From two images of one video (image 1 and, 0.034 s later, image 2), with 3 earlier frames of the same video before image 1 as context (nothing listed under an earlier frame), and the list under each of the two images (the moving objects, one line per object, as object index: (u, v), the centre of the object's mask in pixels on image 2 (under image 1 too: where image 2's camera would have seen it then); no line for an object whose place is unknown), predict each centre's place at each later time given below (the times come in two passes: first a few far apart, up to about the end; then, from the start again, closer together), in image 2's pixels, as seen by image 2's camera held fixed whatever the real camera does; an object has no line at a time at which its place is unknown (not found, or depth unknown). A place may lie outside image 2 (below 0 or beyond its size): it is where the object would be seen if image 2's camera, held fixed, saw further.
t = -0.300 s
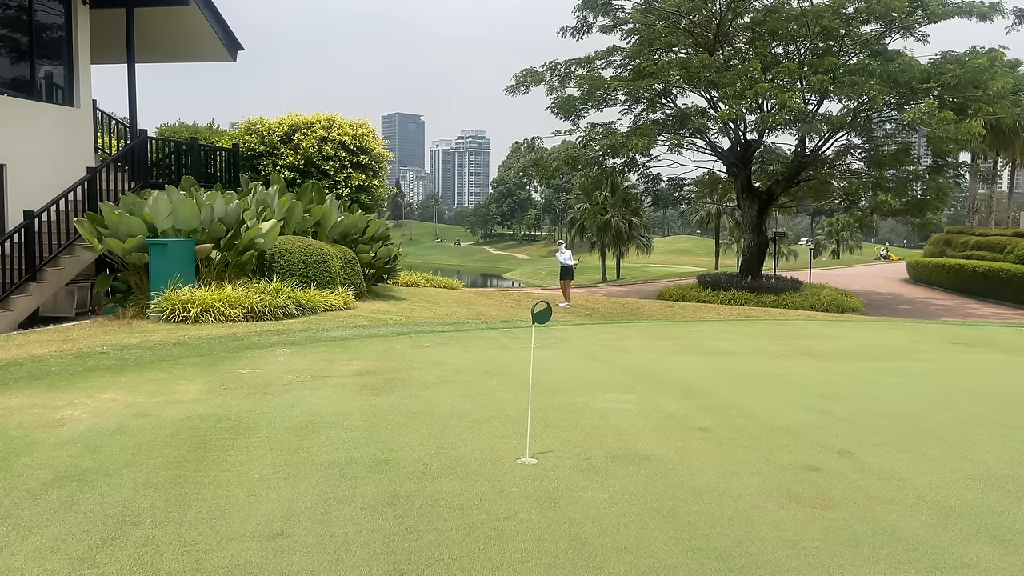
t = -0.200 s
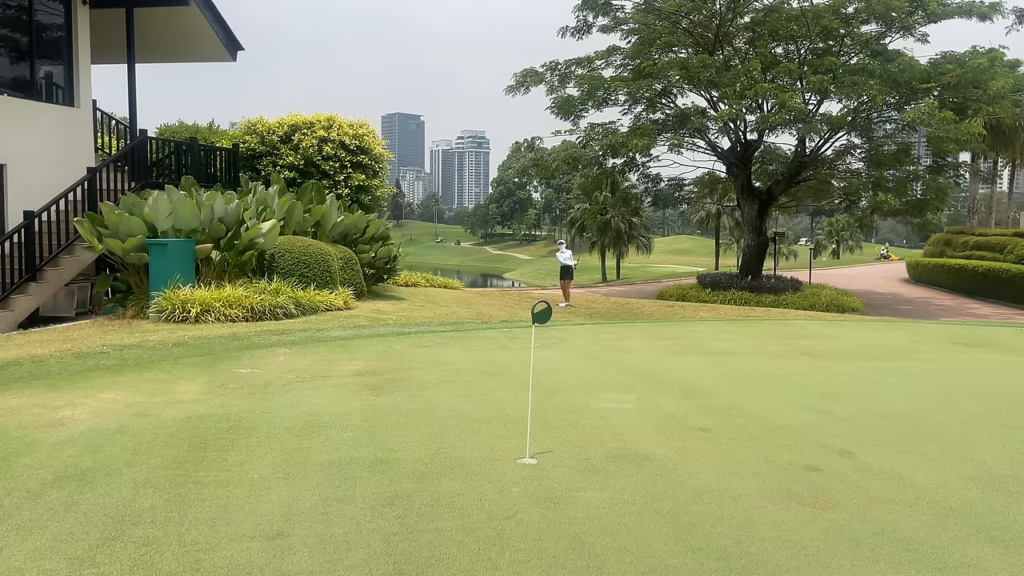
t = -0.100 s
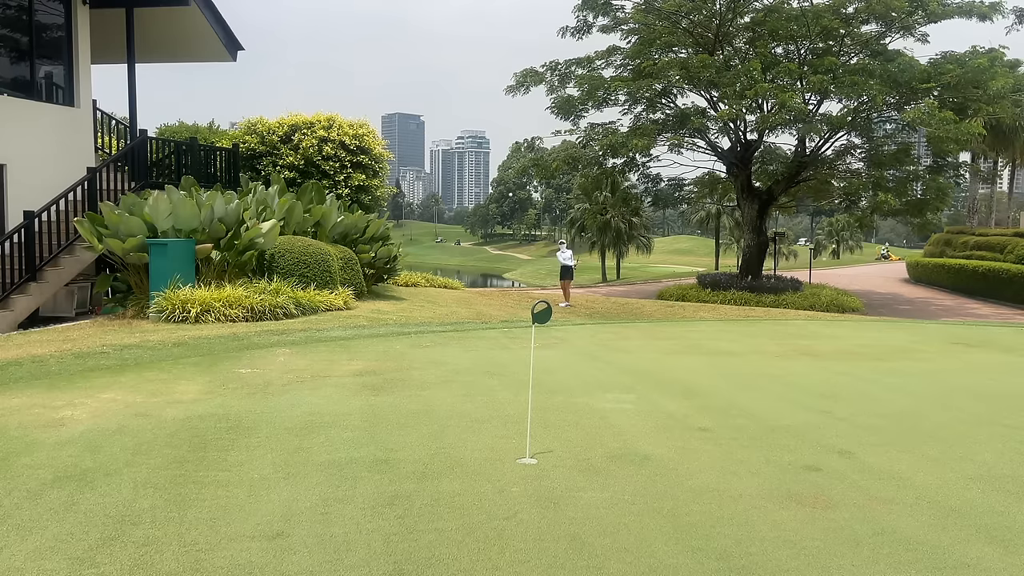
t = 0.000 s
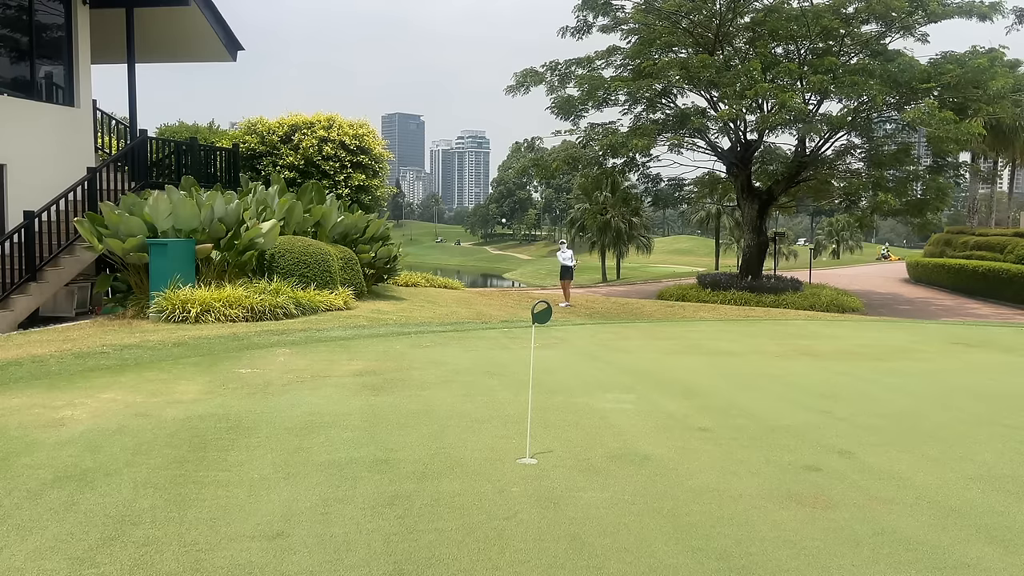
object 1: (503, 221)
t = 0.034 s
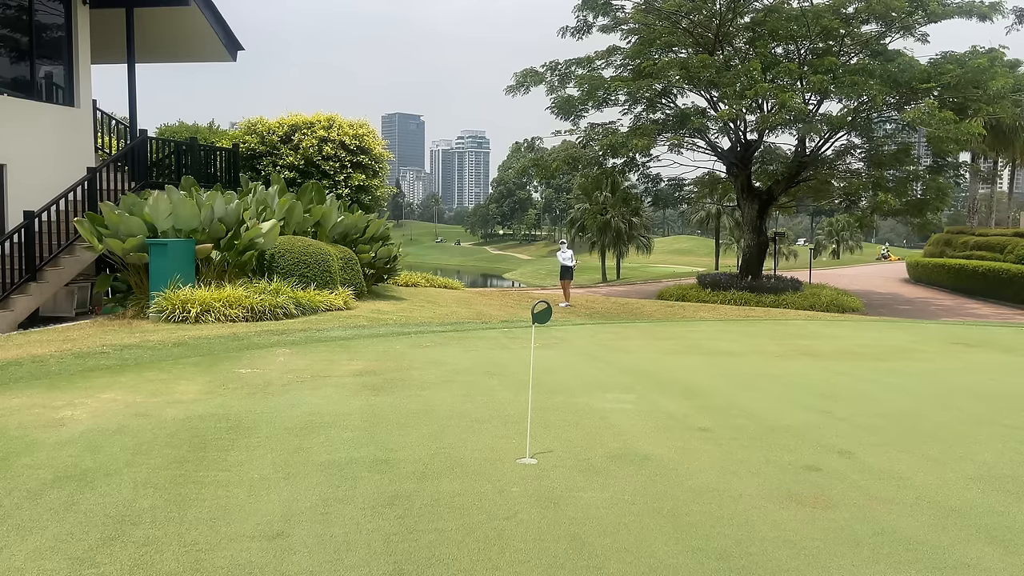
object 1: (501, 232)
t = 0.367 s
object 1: (470, 337)
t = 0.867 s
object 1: (425, 399)
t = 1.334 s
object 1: (383, 448)
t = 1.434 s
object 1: (373, 458)
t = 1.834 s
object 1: (329, 503)
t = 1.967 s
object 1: (312, 519)
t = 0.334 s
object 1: (473, 341)
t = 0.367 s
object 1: (470, 337)
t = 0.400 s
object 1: (468, 334)
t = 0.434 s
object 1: (465, 331)
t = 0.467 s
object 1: (462, 331)
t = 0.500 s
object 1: (460, 332)
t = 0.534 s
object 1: (457, 335)
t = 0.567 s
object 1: (454, 339)
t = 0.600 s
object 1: (451, 345)
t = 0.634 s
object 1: (447, 353)
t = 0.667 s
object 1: (444, 363)
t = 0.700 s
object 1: (440, 374)
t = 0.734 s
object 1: (436, 388)
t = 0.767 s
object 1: (433, 401)
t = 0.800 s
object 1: (430, 399)
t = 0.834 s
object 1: (428, 398)
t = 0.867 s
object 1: (425, 399)
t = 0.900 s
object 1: (423, 402)
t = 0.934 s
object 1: (420, 407)
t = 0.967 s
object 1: (417, 415)
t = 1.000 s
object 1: (414, 417)
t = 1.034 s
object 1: (411, 418)
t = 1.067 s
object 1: (408, 422)
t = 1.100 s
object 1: (405, 426)
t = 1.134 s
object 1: (402, 428)
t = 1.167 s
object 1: (399, 432)
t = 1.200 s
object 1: (396, 435)
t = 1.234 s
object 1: (393, 438)
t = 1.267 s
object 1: (390, 441)
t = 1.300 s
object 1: (386, 444)
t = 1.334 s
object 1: (383, 448)
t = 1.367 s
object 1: (379, 451)
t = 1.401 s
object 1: (376, 454)
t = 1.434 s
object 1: (373, 458)
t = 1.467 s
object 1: (370, 461)
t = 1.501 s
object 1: (366, 465)
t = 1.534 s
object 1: (362, 469)
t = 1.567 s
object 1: (359, 472)
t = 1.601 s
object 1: (355, 476)
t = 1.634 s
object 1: (352, 480)
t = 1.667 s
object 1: (348, 483)
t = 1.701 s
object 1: (344, 487)
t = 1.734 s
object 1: (341, 491)
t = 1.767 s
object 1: (337, 495)
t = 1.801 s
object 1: (333, 499)
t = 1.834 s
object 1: (329, 503)
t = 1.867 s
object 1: (325, 507)
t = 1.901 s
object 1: (321, 510)
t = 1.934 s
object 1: (316, 515)
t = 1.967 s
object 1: (312, 519)
